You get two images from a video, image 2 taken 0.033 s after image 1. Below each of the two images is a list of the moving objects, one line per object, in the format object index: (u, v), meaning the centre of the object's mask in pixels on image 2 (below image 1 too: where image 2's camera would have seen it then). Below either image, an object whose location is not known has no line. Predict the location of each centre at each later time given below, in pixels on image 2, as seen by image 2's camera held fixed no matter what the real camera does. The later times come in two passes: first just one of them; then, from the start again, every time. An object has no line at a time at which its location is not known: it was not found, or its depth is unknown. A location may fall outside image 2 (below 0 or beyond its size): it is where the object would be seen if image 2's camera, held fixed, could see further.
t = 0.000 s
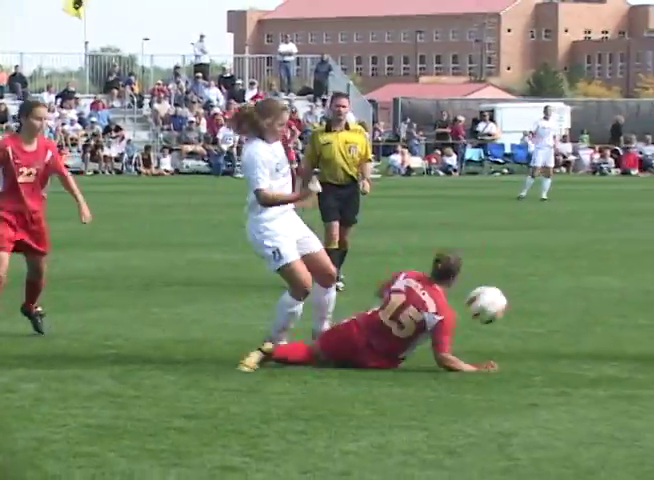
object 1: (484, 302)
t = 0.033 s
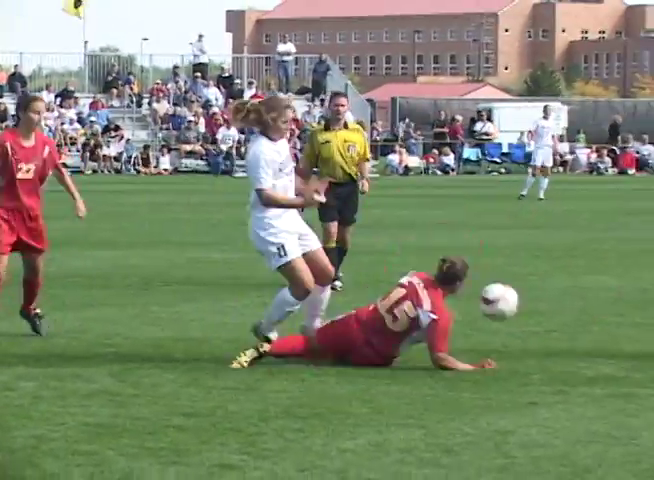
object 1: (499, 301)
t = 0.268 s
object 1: (600, 341)
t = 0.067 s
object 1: (513, 301)
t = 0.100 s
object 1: (527, 303)
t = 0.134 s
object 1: (542, 307)
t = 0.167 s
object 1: (555, 312)
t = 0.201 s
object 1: (570, 320)
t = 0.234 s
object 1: (585, 328)
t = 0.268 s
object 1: (600, 341)
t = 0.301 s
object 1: (615, 355)
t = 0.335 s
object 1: (631, 367)
